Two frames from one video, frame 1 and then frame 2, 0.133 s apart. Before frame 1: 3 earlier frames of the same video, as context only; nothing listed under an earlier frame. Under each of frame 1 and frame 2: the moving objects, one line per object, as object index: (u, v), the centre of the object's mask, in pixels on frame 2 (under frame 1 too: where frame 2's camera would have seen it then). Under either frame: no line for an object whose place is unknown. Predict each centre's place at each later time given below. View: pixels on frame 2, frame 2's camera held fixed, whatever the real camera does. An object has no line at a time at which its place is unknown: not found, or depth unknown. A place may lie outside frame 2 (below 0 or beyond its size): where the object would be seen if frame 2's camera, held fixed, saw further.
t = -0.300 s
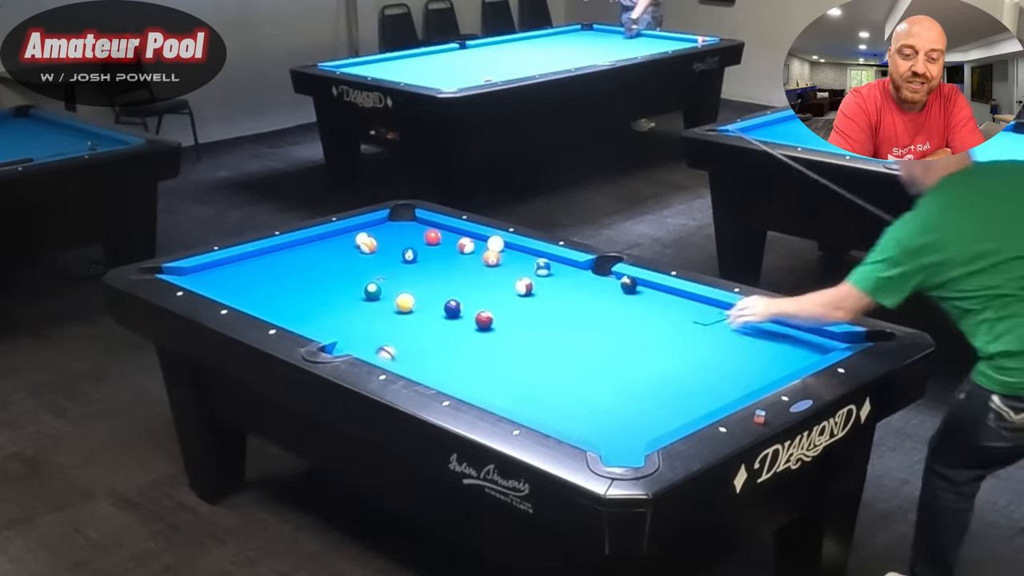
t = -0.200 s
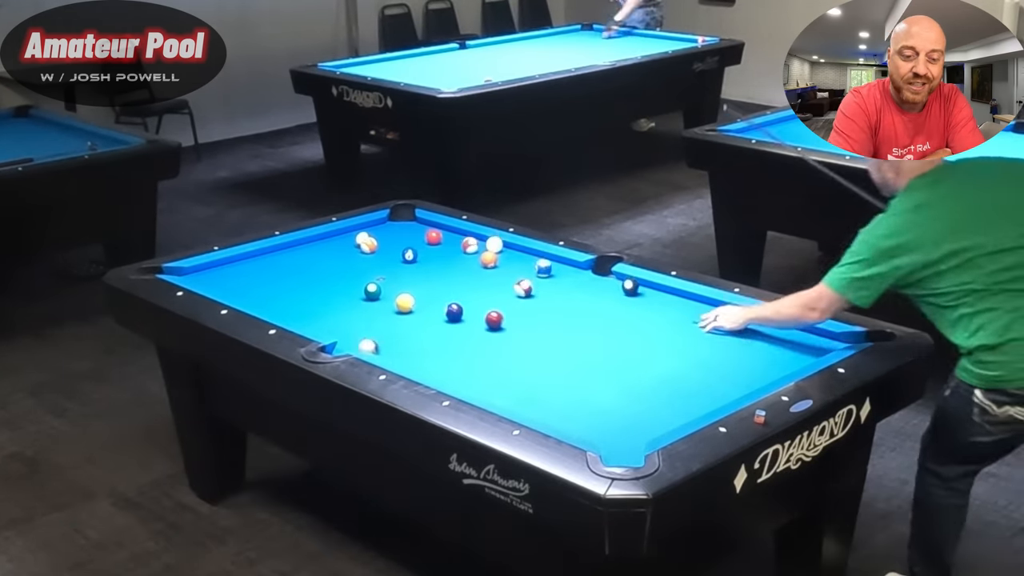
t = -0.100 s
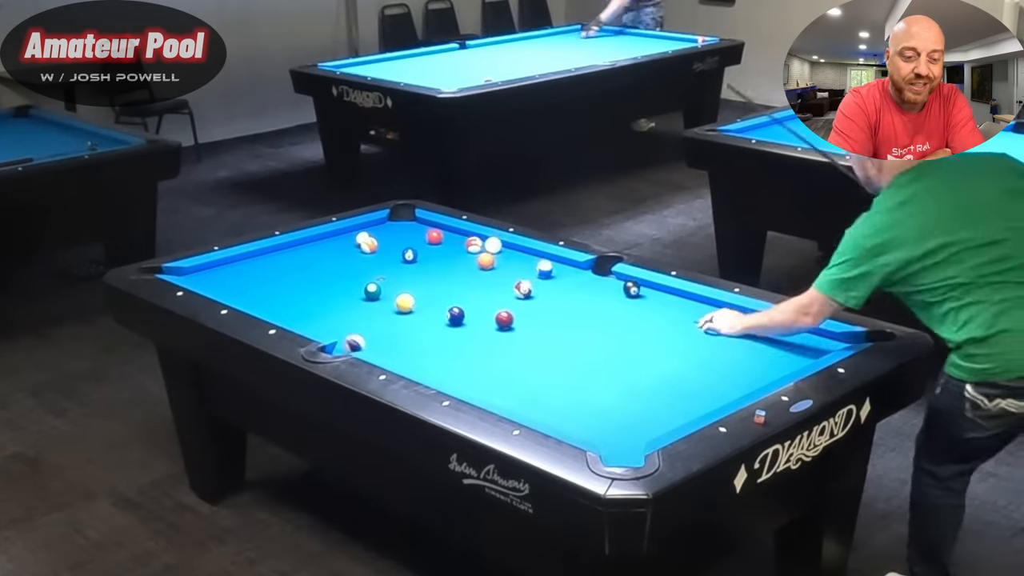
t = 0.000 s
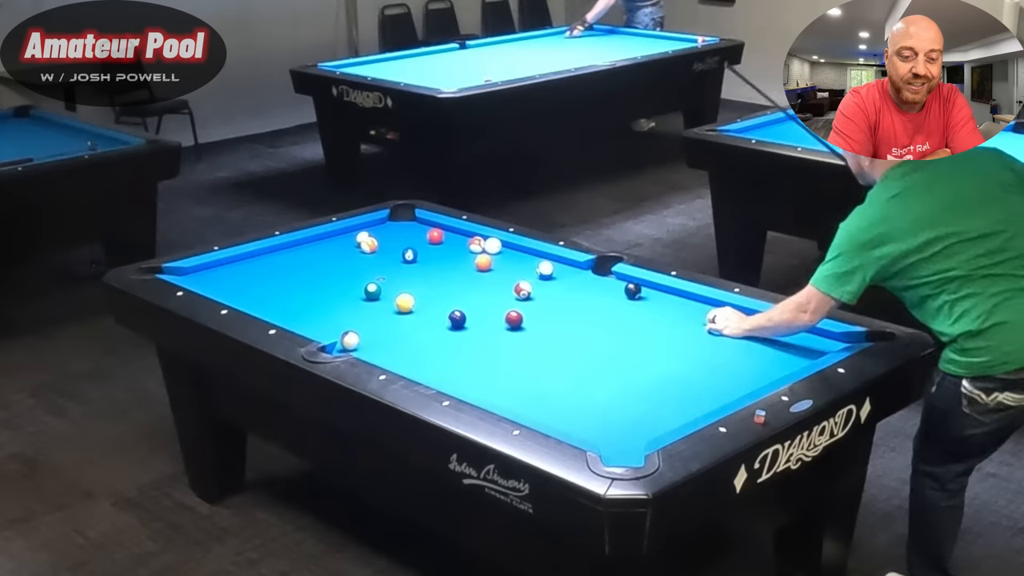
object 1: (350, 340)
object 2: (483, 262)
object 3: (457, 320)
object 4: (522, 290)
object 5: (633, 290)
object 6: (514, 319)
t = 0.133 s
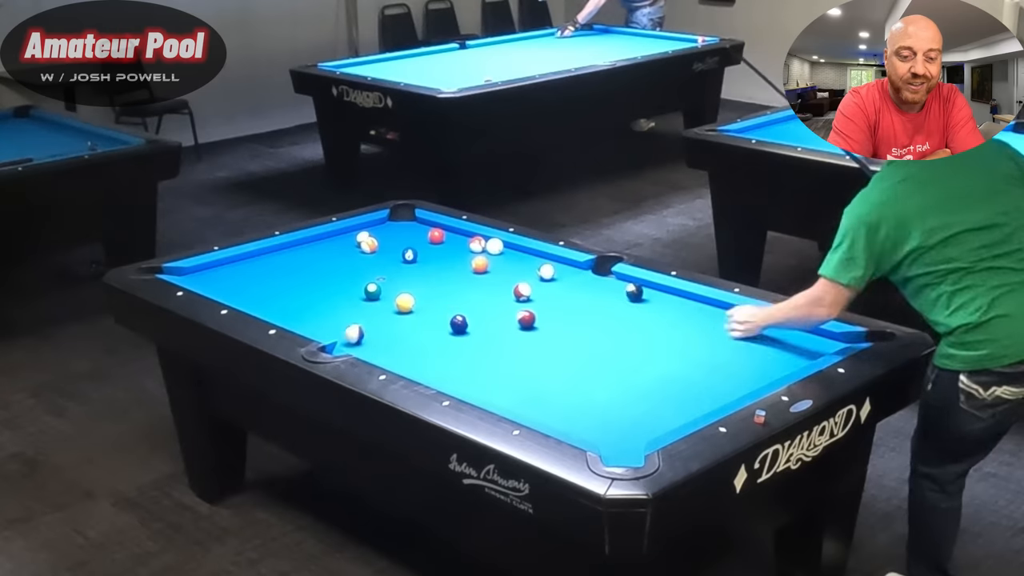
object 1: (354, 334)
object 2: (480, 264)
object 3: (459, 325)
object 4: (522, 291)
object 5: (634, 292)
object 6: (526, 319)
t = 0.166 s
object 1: (355, 332)
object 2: (479, 264)
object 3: (459, 326)
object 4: (522, 292)
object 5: (635, 293)
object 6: (529, 319)
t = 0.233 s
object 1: (359, 329)
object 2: (477, 266)
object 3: (460, 328)
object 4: (522, 292)
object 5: (636, 294)
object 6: (535, 319)
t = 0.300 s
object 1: (361, 327)
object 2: (476, 266)
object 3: (461, 330)
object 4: (521, 293)
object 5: (636, 295)
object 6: (541, 319)
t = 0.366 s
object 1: (364, 325)
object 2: (474, 267)
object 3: (462, 332)
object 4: (521, 294)
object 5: (637, 297)
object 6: (547, 319)
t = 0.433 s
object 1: (366, 321)
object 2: (473, 268)
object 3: (463, 335)
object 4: (521, 294)
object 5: (638, 298)
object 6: (552, 318)
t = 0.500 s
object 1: (367, 320)
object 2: (471, 268)
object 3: (464, 336)
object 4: (521, 295)
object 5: (639, 298)
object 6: (558, 318)
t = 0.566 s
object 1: (369, 317)
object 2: (469, 269)
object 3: (465, 339)
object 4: (521, 296)
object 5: (639, 299)
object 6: (563, 318)
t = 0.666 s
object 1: (373, 313)
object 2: (467, 271)
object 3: (466, 342)
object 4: (520, 296)
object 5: (640, 300)
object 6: (571, 318)
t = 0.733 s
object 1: (375, 312)
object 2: (466, 272)
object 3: (467, 344)
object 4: (520, 297)
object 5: (641, 301)
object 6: (576, 318)
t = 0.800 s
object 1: (378, 309)
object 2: (465, 272)
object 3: (468, 346)
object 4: (520, 297)
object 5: (642, 301)
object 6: (581, 318)
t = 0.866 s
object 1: (380, 307)
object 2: (464, 273)
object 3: (469, 348)
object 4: (520, 298)
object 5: (642, 302)
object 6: (585, 318)
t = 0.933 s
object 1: (381, 305)
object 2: (462, 274)
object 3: (469, 350)
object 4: (520, 298)
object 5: (642, 303)
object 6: (590, 317)
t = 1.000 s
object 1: (382, 303)
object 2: (461, 274)
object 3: (470, 352)
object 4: (520, 298)
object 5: (643, 304)
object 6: (595, 317)
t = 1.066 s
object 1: (384, 301)
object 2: (460, 275)
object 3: (471, 354)
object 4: (520, 298)
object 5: (643, 304)
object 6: (599, 317)
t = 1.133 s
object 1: (386, 299)
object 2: (459, 275)
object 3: (472, 355)
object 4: (520, 298)
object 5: (643, 305)
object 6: (603, 317)
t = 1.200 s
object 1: (387, 297)
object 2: (458, 276)
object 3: (473, 357)
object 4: (520, 299)
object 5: (644, 305)
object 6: (607, 316)
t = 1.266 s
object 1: (389, 295)
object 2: (457, 276)
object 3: (474, 359)
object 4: (520, 299)
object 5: (644, 306)
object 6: (611, 316)
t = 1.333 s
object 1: (391, 294)
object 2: (457, 277)
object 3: (474, 361)
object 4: (520, 299)
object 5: (644, 306)
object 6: (615, 316)
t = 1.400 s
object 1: (393, 291)
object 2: (456, 278)
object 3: (475, 363)
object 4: (520, 299)
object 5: (645, 307)
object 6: (619, 316)
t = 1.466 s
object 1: (394, 289)
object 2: (455, 278)
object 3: (476, 364)
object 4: (519, 299)
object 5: (645, 307)
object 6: (622, 316)
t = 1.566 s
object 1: (397, 287)
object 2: (454, 278)
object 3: (477, 367)
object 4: (519, 299)
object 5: (646, 307)
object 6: (627, 316)
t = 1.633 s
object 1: (398, 286)
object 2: (454, 279)
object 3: (477, 369)
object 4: (519, 299)
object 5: (646, 308)
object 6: (631, 315)
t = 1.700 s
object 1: (399, 285)
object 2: (453, 279)
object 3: (478, 370)
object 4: (519, 299)
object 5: (647, 307)
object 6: (634, 315)
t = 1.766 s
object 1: (400, 283)
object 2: (452, 279)
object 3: (479, 372)
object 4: (519, 299)
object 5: (648, 307)
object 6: (637, 315)
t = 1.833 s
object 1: (402, 282)
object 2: (452, 280)
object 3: (479, 373)
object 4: (519, 299)
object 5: (648, 305)
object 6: (640, 315)
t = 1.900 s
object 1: (404, 280)
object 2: (452, 280)
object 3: (480, 375)
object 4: (519, 299)
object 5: (647, 305)
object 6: (643, 315)
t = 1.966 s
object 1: (405, 279)
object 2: (451, 280)
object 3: (481, 376)
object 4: (519, 299)
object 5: (646, 303)
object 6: (645, 315)
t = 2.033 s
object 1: (406, 278)
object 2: (451, 280)
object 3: (481, 377)
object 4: (519, 299)
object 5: (645, 304)
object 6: (648, 315)
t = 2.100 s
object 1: (408, 277)
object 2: (451, 280)
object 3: (482, 378)
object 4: (519, 299)
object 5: (643, 305)
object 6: (650, 315)
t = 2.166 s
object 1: (409, 276)
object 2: (451, 281)
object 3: (482, 380)
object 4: (519, 299)
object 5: (643, 306)
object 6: (653, 314)
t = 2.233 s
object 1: (410, 273)
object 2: (450, 281)
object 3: (483, 381)
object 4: (519, 299)
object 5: (644, 307)
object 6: (655, 314)
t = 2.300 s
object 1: (411, 273)
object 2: (450, 281)
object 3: (483, 382)
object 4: (519, 299)
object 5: (644, 307)
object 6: (657, 314)
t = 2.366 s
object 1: (413, 272)
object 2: (450, 281)
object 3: (484, 383)
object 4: (519, 299)
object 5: (645, 307)
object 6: (659, 314)
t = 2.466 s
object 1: (414, 271)
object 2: (450, 281)
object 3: (485, 384)
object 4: (519, 299)
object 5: (645, 308)
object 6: (662, 314)
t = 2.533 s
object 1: (415, 270)
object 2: (450, 281)
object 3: (485, 385)
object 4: (519, 299)
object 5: (645, 308)
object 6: (663, 314)
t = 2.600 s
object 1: (416, 269)
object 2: (450, 281)
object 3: (485, 386)
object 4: (519, 299)
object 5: (645, 308)
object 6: (665, 314)
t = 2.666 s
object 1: (416, 268)
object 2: (450, 281)
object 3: (486, 387)
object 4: (519, 299)
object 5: (645, 308)
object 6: (666, 314)
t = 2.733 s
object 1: (418, 267)
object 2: (450, 281)
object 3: (486, 387)
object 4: (519, 299)
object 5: (645, 308)
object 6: (668, 314)
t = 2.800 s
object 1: (419, 266)
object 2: (450, 281)
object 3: (487, 388)
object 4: (519, 299)
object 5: (645, 308)
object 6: (669, 314)
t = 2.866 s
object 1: (420, 265)
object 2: (450, 281)
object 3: (488, 388)
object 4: (519, 299)
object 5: (645, 308)
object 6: (670, 314)
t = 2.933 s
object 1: (421, 265)
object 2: (450, 281)
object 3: (488, 389)
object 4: (519, 299)
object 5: (645, 308)
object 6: (670, 314)
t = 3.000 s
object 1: (422, 264)
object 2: (450, 281)
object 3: (488, 390)
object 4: (519, 299)
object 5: (646, 308)
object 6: (671, 314)
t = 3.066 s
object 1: (423, 263)
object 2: (450, 281)
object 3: (489, 390)
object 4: (519, 299)
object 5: (645, 308)
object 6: (672, 314)
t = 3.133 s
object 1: (424, 263)
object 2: (450, 281)
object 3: (489, 391)
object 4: (519, 299)
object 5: (645, 308)
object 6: (672, 314)
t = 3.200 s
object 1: (424, 262)
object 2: (450, 281)
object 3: (489, 391)
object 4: (519, 299)
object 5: (645, 308)
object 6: (673, 314)
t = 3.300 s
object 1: (426, 262)
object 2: (450, 281)
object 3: (490, 391)
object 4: (519, 299)
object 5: (645, 308)
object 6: (673, 314)
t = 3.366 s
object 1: (426, 261)
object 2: (450, 281)
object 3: (490, 392)
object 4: (519, 299)
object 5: (645, 308)
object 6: (673, 314)
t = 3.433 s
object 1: (427, 260)
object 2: (450, 281)
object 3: (490, 392)
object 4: (519, 299)
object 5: (645, 308)
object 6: (673, 314)
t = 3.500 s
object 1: (427, 260)
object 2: (450, 281)
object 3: (490, 392)
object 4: (519, 299)
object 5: (645, 308)
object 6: (673, 314)
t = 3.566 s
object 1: (428, 259)
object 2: (450, 281)
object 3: (490, 392)
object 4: (519, 299)
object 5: (645, 308)
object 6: (673, 314)
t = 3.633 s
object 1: (429, 258)
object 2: (450, 281)
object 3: (491, 392)
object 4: (519, 299)
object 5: (646, 308)
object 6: (673, 314)
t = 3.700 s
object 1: (429, 258)
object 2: (450, 281)
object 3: (491, 392)
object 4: (519, 299)
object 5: (645, 308)
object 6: (673, 314)
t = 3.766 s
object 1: (430, 258)
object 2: (450, 281)
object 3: (491, 392)
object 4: (519, 299)
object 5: (646, 308)
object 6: (673, 314)
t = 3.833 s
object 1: (430, 257)
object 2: (450, 281)
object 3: (491, 392)
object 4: (519, 299)
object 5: (645, 308)
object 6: (673, 314)
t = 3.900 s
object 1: (430, 257)
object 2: (450, 281)
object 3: (492, 392)
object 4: (519, 299)
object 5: (645, 308)
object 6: (673, 314)
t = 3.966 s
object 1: (431, 257)
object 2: (450, 281)
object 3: (492, 392)
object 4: (519, 299)
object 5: (645, 308)
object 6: (673, 314)
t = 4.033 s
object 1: (431, 257)
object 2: (450, 281)
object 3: (492, 392)
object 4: (519, 299)
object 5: (645, 308)
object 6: (673, 314)
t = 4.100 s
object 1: (431, 256)
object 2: (450, 281)
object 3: (492, 392)
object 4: (519, 299)
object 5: (645, 308)
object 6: (673, 314)
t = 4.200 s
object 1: (432, 256)
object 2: (450, 281)
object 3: (492, 392)
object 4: (519, 299)
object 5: (645, 308)
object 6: (673, 314)
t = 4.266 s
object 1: (432, 256)
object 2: (450, 281)
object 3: (492, 392)
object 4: (519, 299)
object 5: (646, 308)
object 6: (672, 314)
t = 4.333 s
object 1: (432, 256)
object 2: (450, 281)
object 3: (492, 392)
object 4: (519, 299)
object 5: (646, 308)
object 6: (673, 314)
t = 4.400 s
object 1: (432, 256)
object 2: (450, 281)
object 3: (492, 392)
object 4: (519, 299)
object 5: (645, 308)
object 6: (672, 314)
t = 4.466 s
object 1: (432, 256)
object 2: (450, 281)
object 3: (492, 392)
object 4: (519, 299)
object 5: (645, 308)
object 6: (672, 314)
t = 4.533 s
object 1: (432, 256)
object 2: (450, 281)
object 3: (492, 392)
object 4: (519, 299)
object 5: (645, 308)
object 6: (672, 314)
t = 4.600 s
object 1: (432, 256)
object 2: (450, 281)
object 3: (492, 392)
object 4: (519, 299)
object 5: (645, 308)
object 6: (672, 314)
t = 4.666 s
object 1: (432, 256)
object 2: (450, 281)
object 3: (492, 392)
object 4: (519, 299)
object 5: (645, 308)
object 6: (672, 314)
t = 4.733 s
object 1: (432, 256)
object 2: (450, 281)
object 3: (492, 392)
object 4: (519, 299)
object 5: (645, 308)
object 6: (672, 314)
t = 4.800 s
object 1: (432, 256)
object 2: (450, 281)
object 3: (492, 392)
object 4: (519, 299)
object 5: (645, 308)
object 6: (672, 314)
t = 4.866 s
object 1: (432, 256)
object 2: (450, 281)
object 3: (492, 392)
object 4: (519, 299)
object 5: (645, 308)
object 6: (672, 314)
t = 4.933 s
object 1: (432, 256)
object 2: (450, 281)
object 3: (492, 392)
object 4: (519, 299)
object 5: (646, 308)
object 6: (672, 314)
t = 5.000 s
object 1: (432, 256)
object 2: (450, 281)
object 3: (492, 392)
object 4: (519, 299)
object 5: (646, 308)
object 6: (672, 314)
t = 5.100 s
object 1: (433, 256)
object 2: (450, 281)
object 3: (492, 392)
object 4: (519, 299)
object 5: (646, 308)
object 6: (672, 314)
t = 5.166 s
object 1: (432, 256)
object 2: (450, 281)
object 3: (492, 392)
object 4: (519, 299)
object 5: (646, 308)
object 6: (672, 314)
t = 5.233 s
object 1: (432, 256)
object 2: (450, 281)
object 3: (492, 392)
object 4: (519, 299)
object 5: (646, 308)
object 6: (672, 314)
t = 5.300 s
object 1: (432, 256)
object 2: (450, 281)
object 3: (492, 392)
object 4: (519, 299)
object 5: (646, 308)
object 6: (672, 314)
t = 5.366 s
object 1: (432, 256)
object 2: (450, 281)
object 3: (492, 392)
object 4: (519, 299)
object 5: (646, 308)
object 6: (672, 314)
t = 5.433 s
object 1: (432, 256)
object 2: (450, 281)
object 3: (492, 392)
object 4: (519, 299)
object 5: (646, 308)
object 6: (672, 314)
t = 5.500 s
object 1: (432, 256)
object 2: (450, 281)
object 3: (492, 392)
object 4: (519, 299)
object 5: (646, 308)
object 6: (672, 314)
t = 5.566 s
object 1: (432, 256)
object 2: (450, 281)
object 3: (492, 392)
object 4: (519, 299)
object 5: (646, 308)
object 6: (672, 314)
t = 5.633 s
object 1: (432, 256)
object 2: (450, 281)
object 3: (492, 392)
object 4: (519, 299)
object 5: (646, 308)
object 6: (672, 314)
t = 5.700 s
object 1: (432, 256)
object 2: (450, 281)
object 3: (492, 392)
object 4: (519, 299)
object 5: (646, 308)
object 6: (672, 314)
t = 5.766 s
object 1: (432, 256)
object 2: (450, 281)
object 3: (492, 392)
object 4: (519, 299)
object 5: (646, 308)
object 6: (672, 314)
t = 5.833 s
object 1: (432, 256)
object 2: (450, 281)
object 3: (492, 392)
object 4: (519, 299)
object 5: (646, 308)
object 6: (672, 314)
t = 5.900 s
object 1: (432, 256)
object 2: (450, 281)
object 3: (492, 392)
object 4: (519, 299)
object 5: (646, 308)
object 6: (672, 314)
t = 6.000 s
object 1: (432, 256)
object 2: (450, 281)
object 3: (492, 392)
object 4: (519, 299)
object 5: (646, 308)
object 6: (672, 314)
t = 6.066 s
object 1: (432, 256)
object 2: (450, 281)
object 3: (492, 392)
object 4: (519, 299)
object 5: (646, 308)
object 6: (673, 314)
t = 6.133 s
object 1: (432, 256)
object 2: (450, 281)
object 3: (492, 392)
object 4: (519, 299)
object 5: (646, 308)
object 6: (673, 314)
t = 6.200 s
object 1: (432, 256)
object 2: (450, 281)
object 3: (492, 392)
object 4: (519, 299)
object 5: (646, 308)
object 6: (673, 314)
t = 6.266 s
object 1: (432, 256)
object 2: (450, 281)
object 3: (492, 392)
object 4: (519, 299)
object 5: (646, 308)
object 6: (673, 314)
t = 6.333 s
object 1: (432, 256)
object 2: (450, 281)
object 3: (492, 392)
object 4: (519, 299)
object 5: (646, 308)
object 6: (673, 314)
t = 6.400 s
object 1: (432, 256)
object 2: (450, 281)
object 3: (492, 392)
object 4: (519, 299)
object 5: (646, 308)
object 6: (673, 314)
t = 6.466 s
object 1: (432, 256)
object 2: (450, 281)
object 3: (492, 392)
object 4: (519, 299)
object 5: (646, 308)
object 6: (673, 314)
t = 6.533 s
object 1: (432, 256)
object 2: (450, 281)
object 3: (492, 392)
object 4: (519, 299)
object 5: (646, 308)
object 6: (673, 314)
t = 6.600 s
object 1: (432, 256)
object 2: (450, 281)
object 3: (492, 392)
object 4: (519, 299)
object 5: (646, 308)
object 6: (672, 314)
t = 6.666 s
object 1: (432, 256)
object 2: (450, 281)
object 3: (492, 392)
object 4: (519, 299)
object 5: (646, 308)
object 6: (672, 314)
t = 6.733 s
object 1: (432, 256)
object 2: (450, 281)
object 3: (492, 392)
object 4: (519, 299)
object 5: (646, 308)
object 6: (672, 314)
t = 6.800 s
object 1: (432, 256)
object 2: (450, 281)
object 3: (492, 392)
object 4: (519, 299)
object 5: (646, 308)
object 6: (672, 314)
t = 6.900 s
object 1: (432, 256)
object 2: (450, 281)
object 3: (492, 392)
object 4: (519, 299)
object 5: (646, 308)
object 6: (672, 314)
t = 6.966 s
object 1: (433, 256)
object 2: (450, 281)
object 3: (492, 392)
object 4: (519, 299)
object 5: (646, 308)
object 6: (673, 314)
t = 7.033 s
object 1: (433, 256)
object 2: (450, 281)
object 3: (492, 392)
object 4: (519, 299)
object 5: (646, 308)
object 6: (673, 314)
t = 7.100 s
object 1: (432, 256)
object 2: (450, 281)
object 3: (492, 392)
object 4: (519, 299)
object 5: (646, 308)
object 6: (672, 314)
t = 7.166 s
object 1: (432, 256)
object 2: (450, 281)
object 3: (492, 392)
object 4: (519, 299)
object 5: (646, 308)
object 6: (673, 314)
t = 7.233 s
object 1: (432, 256)
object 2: (450, 281)
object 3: (492, 392)
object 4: (519, 299)
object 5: (646, 308)
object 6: (673, 314)
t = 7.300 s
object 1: (432, 256)
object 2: (450, 281)
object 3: (492, 392)
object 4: (519, 299)
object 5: (646, 308)
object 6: (673, 314)
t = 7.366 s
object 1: (432, 256)
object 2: (450, 281)
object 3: (492, 392)
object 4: (519, 299)
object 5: (646, 308)
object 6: (673, 314)
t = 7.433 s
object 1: (432, 256)
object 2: (450, 281)
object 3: (492, 392)
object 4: (519, 299)
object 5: (646, 308)
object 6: (673, 314)
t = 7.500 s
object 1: (432, 256)
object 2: (450, 281)
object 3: (492, 392)
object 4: (519, 299)
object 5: (646, 308)
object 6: (673, 314)
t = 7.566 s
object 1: (432, 256)
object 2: (450, 281)
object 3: (492, 392)
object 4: (519, 299)
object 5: (645, 308)
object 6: (673, 314)
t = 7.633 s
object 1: (432, 256)
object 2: (450, 281)
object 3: (492, 392)
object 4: (519, 299)
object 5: (645, 308)
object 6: (673, 314)
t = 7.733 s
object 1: (432, 256)
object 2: (450, 281)
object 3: (492, 392)
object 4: (519, 299)
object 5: (646, 308)
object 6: (673, 314)
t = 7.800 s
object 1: (433, 256)
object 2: (450, 281)
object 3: (492, 392)
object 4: (519, 299)
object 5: (646, 308)
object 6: (673, 314)
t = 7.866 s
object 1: (433, 256)
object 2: (450, 281)
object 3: (492, 392)
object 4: (519, 299)
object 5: (646, 308)
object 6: (673, 314)
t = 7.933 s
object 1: (432, 256)
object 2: (450, 281)
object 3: (492, 392)
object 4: (519, 299)
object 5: (646, 308)
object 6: (673, 314)
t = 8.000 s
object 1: (432, 256)
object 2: (450, 281)
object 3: (492, 392)
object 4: (519, 299)
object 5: (646, 308)
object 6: (673, 314)
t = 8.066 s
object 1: (432, 256)
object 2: (450, 281)
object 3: (492, 392)
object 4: (519, 299)
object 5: (646, 308)
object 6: (673, 314)
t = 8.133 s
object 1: (432, 256)
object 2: (450, 281)
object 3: (492, 392)
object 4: (519, 299)
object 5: (646, 308)
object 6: (673, 314)
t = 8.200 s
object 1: (432, 256)
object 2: (450, 281)
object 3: (492, 392)
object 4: (519, 299)
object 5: (646, 308)
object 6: (673, 314)
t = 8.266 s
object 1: (432, 256)
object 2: (450, 281)
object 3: (492, 392)
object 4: (519, 299)
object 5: (646, 308)
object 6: (673, 314)
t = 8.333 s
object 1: (433, 256)
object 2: (450, 281)
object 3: (492, 392)
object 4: (519, 299)
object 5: (646, 308)
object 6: (673, 314)
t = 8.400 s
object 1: (432, 256)
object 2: (450, 281)
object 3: (492, 392)
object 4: (519, 299)
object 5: (645, 308)
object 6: (673, 314)
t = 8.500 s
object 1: (432, 256)
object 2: (450, 281)
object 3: (492, 392)
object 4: (519, 299)
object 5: (646, 308)
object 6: (673, 314)
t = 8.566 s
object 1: (432, 256)
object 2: (450, 281)
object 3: (492, 392)
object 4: (519, 299)
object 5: (646, 308)
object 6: (673, 314)
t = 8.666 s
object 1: (432, 256)
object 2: (450, 281)
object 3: (492, 392)
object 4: (519, 299)
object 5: (646, 308)
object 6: (673, 314)
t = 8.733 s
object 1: (433, 256)
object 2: (450, 281)
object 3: (492, 392)
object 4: (519, 299)
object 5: (646, 308)
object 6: (673, 314)
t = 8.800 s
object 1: (432, 256)
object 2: (450, 281)
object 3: (492, 392)
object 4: (519, 299)
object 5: (646, 308)
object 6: (673, 314)
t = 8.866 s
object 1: (433, 256)
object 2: (450, 281)
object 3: (492, 392)
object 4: (519, 299)
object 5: (646, 308)
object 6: (673, 314)
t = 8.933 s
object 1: (433, 256)
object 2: (450, 281)
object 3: (492, 392)
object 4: (519, 299)
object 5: (646, 308)
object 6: (673, 314)
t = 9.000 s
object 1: (432, 256)
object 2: (450, 281)
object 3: (492, 392)
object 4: (519, 299)
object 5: (645, 308)
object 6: (673, 314)
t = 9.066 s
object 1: (432, 256)
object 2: (450, 281)
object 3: (492, 392)
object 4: (519, 299)
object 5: (645, 308)
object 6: (673, 314)
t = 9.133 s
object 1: (432, 256)
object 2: (450, 281)
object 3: (492, 392)
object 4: (519, 299)
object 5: (645, 308)
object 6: (673, 314)
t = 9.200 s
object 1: (432, 256)
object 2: (450, 281)
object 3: (492, 392)
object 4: (519, 299)
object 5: (645, 308)
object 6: (673, 314)
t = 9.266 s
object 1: (432, 256)
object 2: (450, 281)
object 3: (492, 392)
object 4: (519, 299)
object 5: (646, 308)
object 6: (672, 314)
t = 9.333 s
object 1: (432, 256)
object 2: (450, 281)
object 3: (492, 392)
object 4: (519, 299)
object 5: (645, 308)
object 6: (673, 314)
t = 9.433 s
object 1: (432, 256)
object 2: (450, 281)
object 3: (492, 392)
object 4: (519, 299)
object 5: (645, 308)
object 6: (673, 314)
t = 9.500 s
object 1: (432, 256)
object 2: (450, 281)
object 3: (492, 392)
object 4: (519, 299)
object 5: (646, 308)
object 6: (673, 314)
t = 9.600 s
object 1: (432, 256)
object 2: (450, 281)
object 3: (492, 392)
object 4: (519, 299)
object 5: (645, 308)
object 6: (673, 314)
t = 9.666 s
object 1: (433, 256)
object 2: (450, 281)
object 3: (492, 392)
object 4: (519, 299)
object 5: (646, 308)
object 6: (673, 314)
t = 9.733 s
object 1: (432, 256)
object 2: (450, 281)
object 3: (492, 392)
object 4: (519, 299)
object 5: (646, 308)
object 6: (672, 314)
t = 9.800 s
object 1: (433, 256)
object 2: (450, 281)
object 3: (492, 392)
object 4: (519, 299)
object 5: (645, 308)
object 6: (672, 314)
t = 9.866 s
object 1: (432, 256)
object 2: (450, 281)
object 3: (492, 392)
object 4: (519, 299)
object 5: (645, 308)
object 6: (672, 314)
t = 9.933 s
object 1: (433, 256)
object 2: (450, 281)
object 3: (492, 392)
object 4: (519, 299)
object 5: (645, 308)
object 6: (672, 314)
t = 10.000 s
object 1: (432, 256)
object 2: (450, 281)
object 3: (492, 392)
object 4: (519, 299)
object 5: (645, 308)
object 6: (672, 314)
